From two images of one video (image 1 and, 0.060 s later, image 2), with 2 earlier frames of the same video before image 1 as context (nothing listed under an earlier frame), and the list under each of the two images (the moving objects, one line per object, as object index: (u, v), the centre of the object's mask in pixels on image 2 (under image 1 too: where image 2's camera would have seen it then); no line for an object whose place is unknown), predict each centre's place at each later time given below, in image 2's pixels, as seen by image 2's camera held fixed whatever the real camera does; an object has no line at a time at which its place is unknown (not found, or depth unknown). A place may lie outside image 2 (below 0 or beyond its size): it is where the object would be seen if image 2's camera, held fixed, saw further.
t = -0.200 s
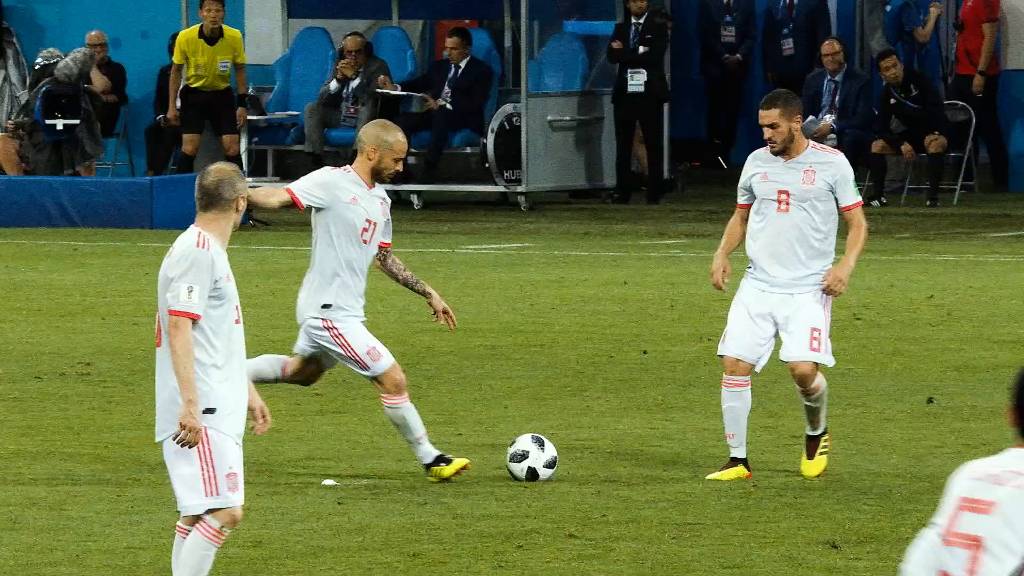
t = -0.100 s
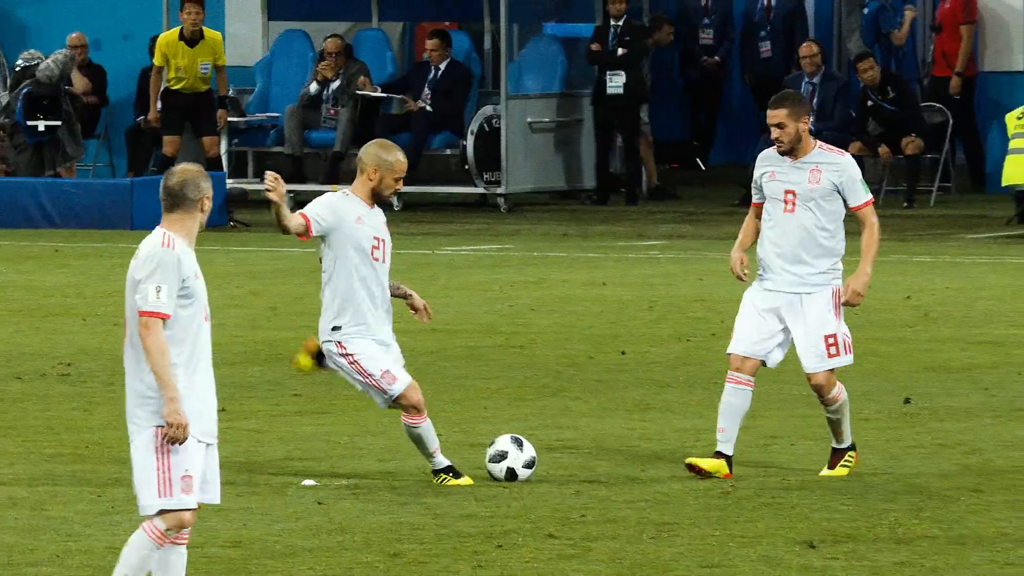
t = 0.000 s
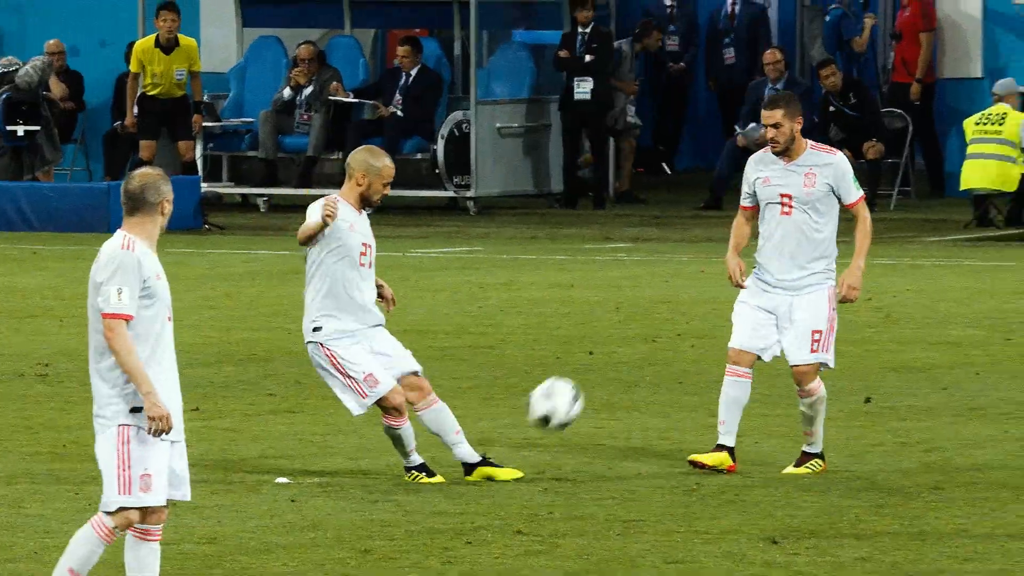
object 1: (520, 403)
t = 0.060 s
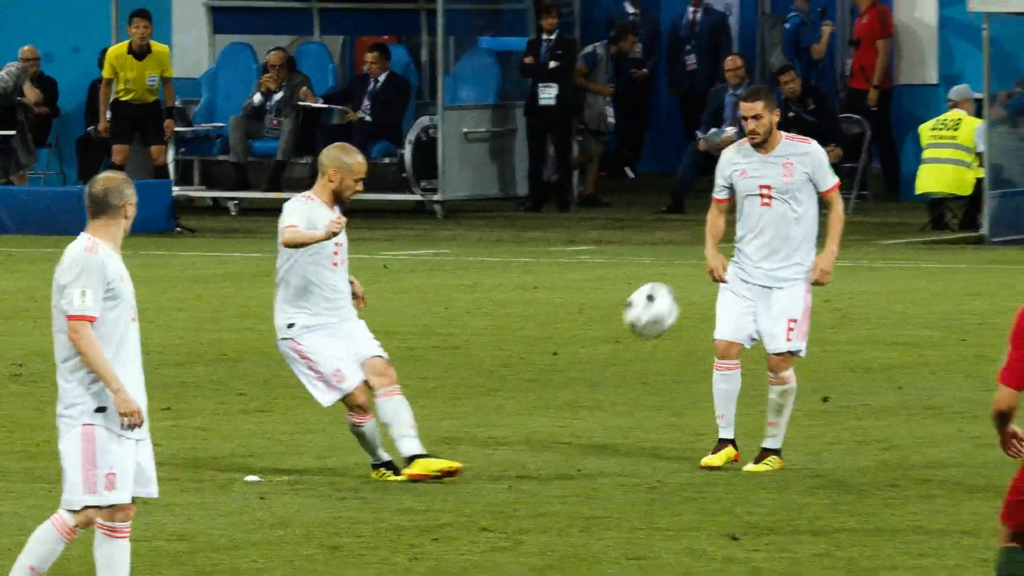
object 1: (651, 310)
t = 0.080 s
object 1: (696, 279)
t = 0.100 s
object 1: (742, 246)
